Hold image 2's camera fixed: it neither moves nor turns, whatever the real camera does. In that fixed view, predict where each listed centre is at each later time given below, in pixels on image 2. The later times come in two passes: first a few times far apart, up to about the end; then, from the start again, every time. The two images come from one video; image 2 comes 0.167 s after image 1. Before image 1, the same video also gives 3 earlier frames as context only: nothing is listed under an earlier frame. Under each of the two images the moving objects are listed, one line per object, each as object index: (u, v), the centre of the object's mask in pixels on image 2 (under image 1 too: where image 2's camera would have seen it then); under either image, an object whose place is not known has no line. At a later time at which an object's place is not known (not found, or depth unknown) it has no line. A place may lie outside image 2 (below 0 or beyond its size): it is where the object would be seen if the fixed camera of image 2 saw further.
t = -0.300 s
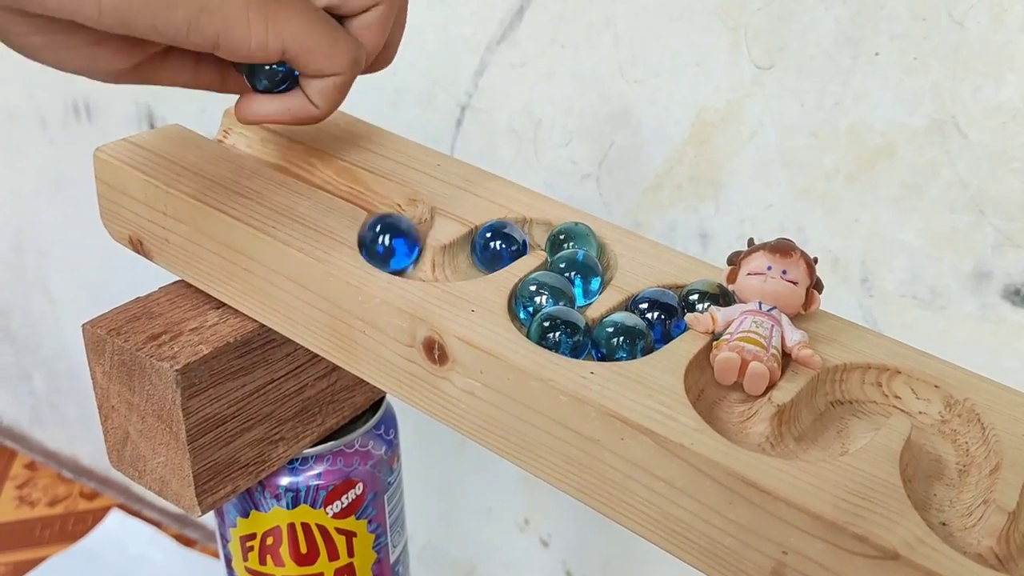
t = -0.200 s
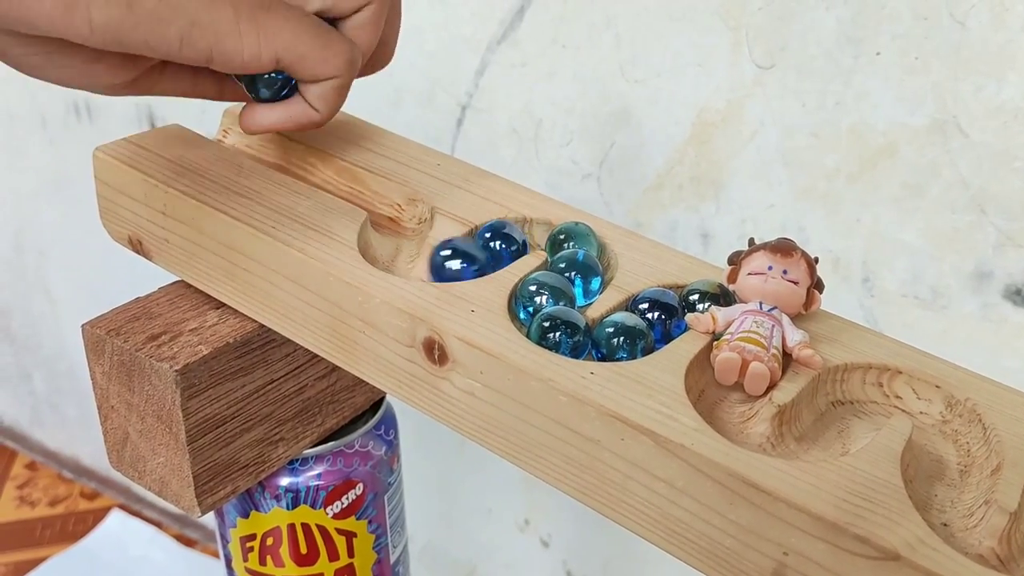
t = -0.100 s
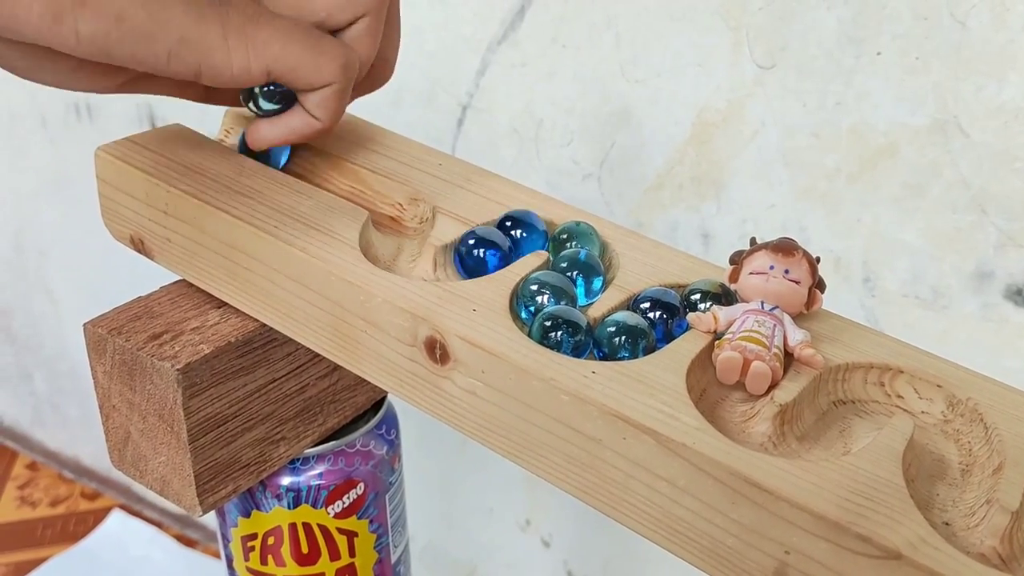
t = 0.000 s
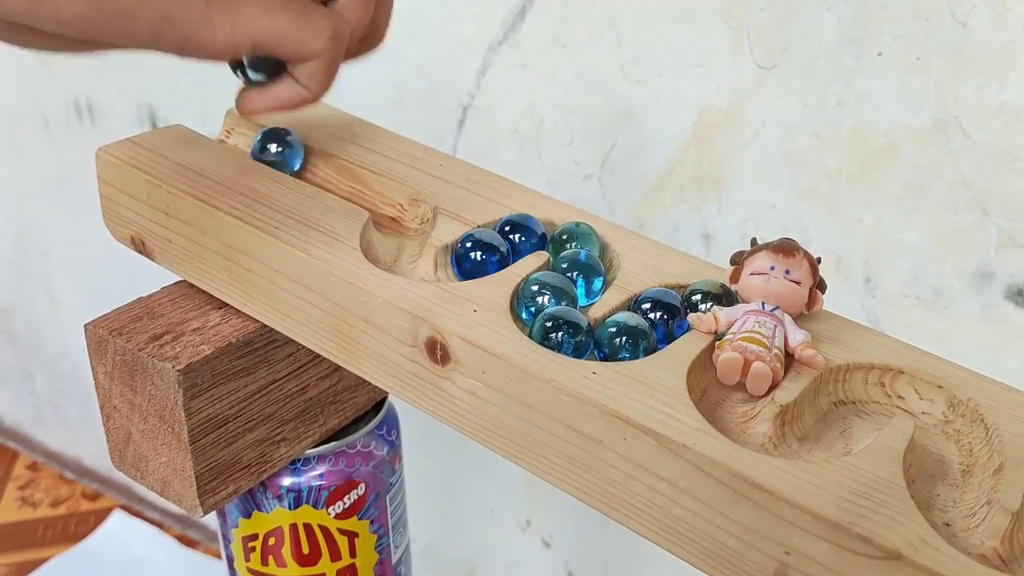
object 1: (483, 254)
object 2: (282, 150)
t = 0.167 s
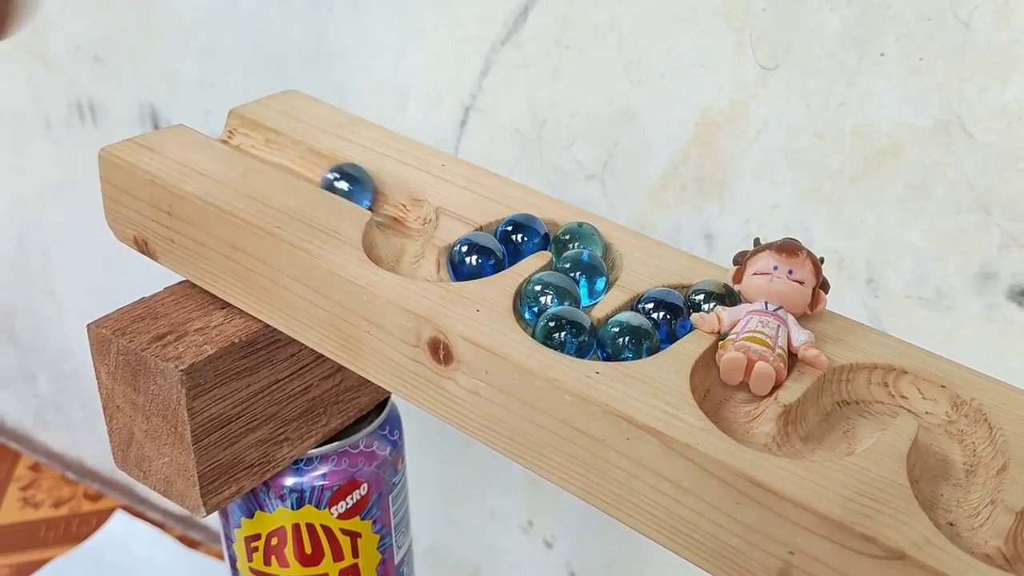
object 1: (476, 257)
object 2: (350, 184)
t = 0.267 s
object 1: (475, 257)
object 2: (408, 221)
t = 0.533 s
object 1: (487, 251)
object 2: (438, 263)
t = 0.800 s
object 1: (488, 251)
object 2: (439, 264)
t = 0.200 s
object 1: (475, 257)
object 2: (376, 196)
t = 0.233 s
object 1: (475, 257)
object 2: (405, 212)
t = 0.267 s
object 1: (475, 257)
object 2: (408, 221)
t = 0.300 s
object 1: (475, 257)
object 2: (397, 240)
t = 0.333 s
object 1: (476, 257)
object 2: (399, 252)
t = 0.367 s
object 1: (476, 257)
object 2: (420, 262)
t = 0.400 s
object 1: (485, 253)
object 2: (434, 264)
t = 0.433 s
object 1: (488, 251)
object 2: (441, 264)
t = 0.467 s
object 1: (488, 251)
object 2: (440, 264)
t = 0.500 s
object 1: (488, 251)
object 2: (438, 263)
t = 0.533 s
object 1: (487, 251)
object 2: (438, 263)
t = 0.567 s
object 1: (488, 251)
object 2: (439, 264)
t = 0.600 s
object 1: (488, 251)
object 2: (439, 264)
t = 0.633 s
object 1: (488, 251)
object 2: (438, 264)
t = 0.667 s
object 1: (487, 252)
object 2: (439, 264)
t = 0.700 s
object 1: (488, 252)
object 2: (439, 264)
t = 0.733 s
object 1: (488, 252)
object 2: (438, 264)
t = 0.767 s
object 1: (488, 251)
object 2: (439, 264)
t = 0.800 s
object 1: (488, 251)
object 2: (439, 264)
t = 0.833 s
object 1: (487, 252)
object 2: (439, 264)
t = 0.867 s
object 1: (487, 252)
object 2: (438, 264)
